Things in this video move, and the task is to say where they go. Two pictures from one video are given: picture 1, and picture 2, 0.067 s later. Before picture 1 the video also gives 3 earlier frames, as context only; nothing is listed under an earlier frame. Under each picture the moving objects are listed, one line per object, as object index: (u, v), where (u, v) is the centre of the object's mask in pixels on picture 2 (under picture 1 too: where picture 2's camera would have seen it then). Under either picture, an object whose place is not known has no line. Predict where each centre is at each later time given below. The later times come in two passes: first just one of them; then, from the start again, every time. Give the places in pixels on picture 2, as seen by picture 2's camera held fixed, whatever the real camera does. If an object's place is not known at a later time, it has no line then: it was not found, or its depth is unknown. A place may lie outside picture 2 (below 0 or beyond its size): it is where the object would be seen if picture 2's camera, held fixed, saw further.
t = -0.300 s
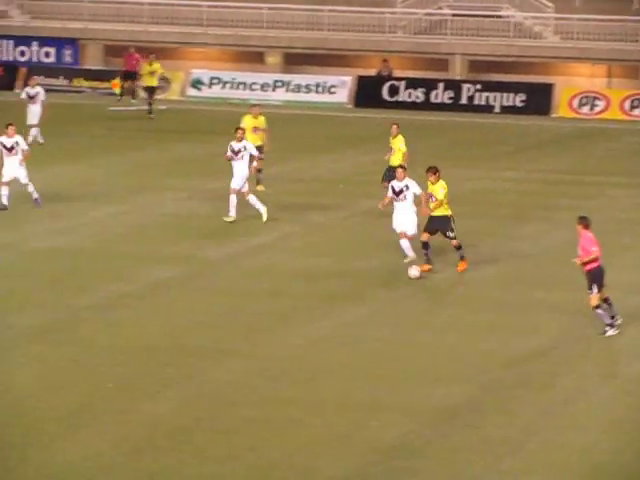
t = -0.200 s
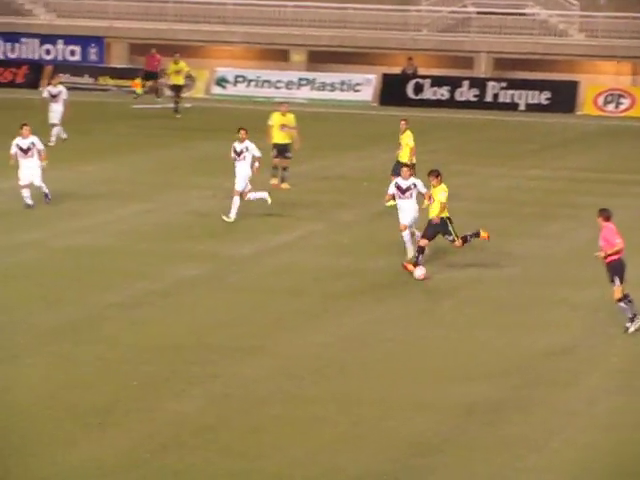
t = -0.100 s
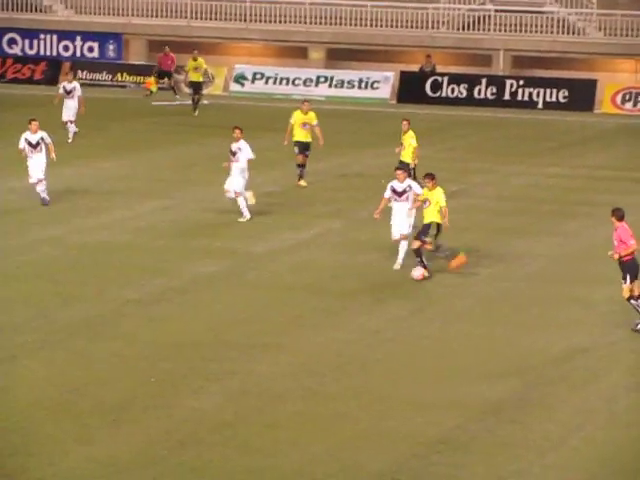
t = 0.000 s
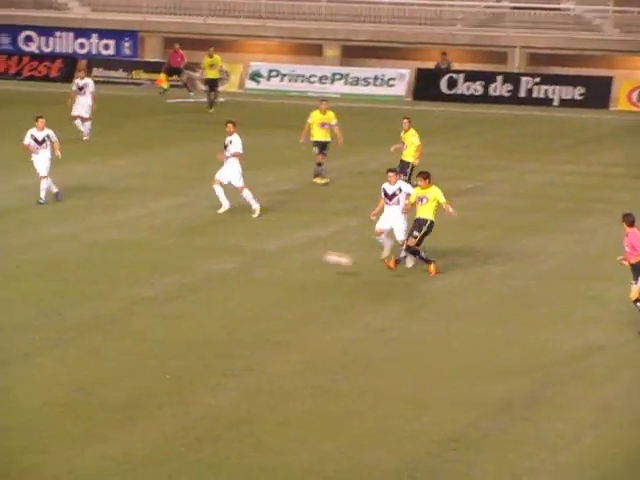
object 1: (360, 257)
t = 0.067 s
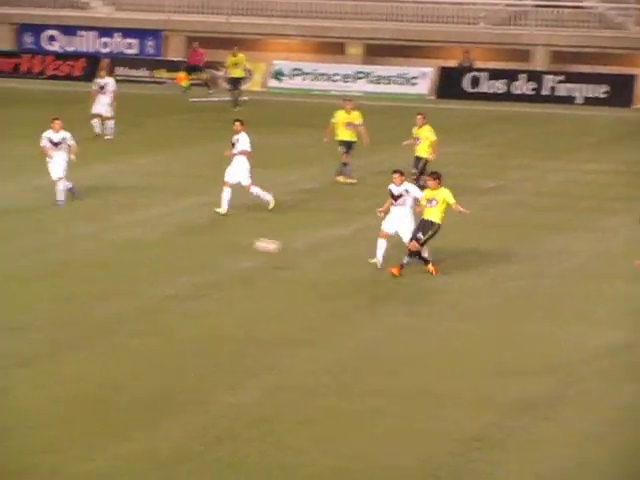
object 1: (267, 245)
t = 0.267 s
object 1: (-2, 227)
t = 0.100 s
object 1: (221, 240)
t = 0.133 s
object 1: (175, 236)
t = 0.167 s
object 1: (130, 232)
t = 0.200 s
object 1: (85, 230)
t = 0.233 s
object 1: (40, 228)
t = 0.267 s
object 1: (-2, 227)
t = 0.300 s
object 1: (-41, 227)
